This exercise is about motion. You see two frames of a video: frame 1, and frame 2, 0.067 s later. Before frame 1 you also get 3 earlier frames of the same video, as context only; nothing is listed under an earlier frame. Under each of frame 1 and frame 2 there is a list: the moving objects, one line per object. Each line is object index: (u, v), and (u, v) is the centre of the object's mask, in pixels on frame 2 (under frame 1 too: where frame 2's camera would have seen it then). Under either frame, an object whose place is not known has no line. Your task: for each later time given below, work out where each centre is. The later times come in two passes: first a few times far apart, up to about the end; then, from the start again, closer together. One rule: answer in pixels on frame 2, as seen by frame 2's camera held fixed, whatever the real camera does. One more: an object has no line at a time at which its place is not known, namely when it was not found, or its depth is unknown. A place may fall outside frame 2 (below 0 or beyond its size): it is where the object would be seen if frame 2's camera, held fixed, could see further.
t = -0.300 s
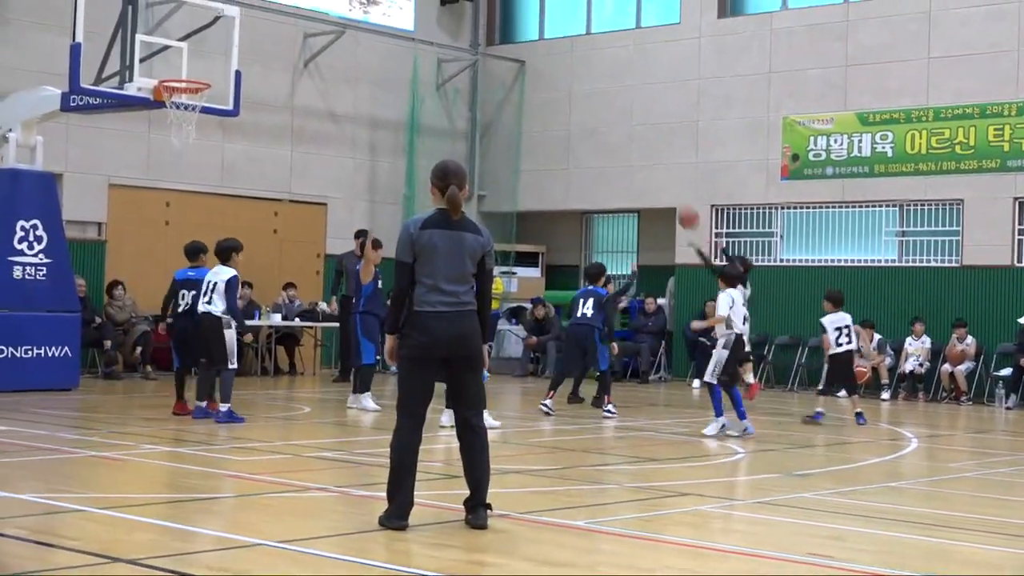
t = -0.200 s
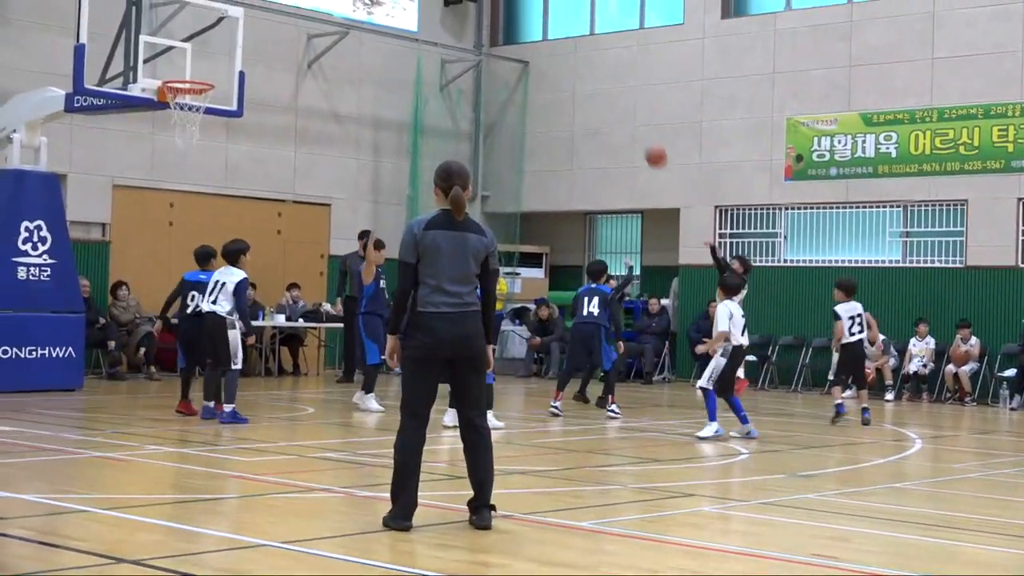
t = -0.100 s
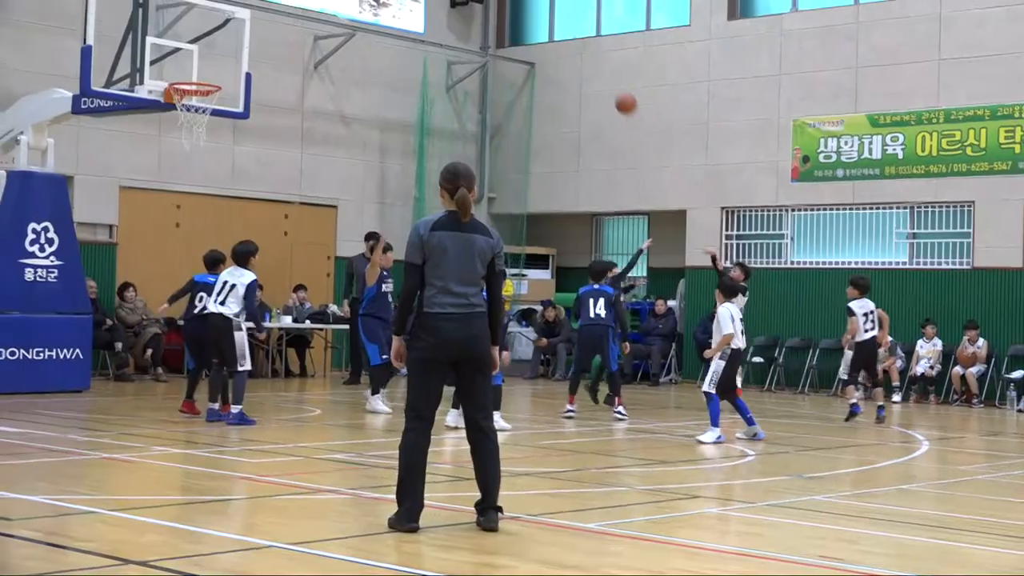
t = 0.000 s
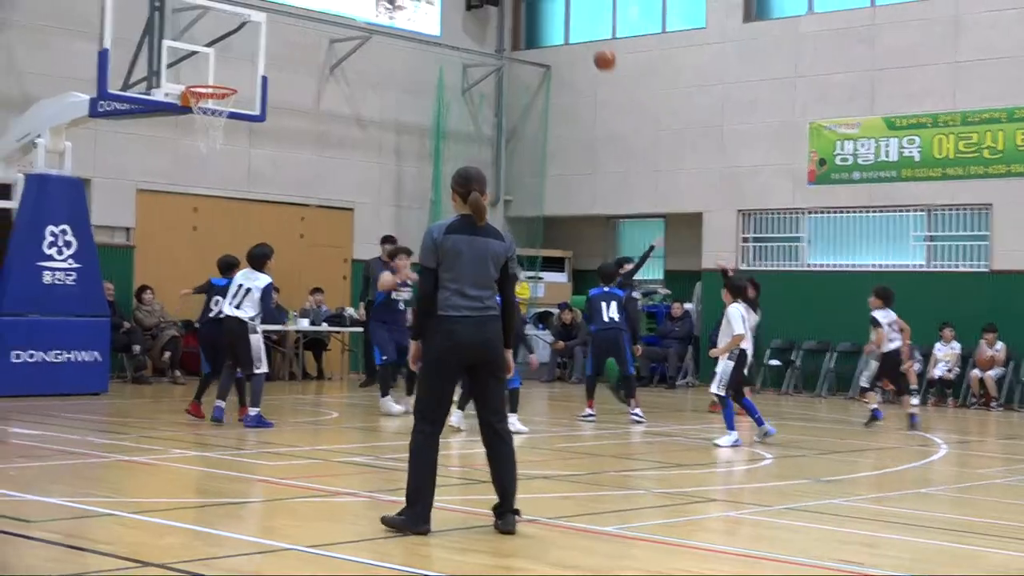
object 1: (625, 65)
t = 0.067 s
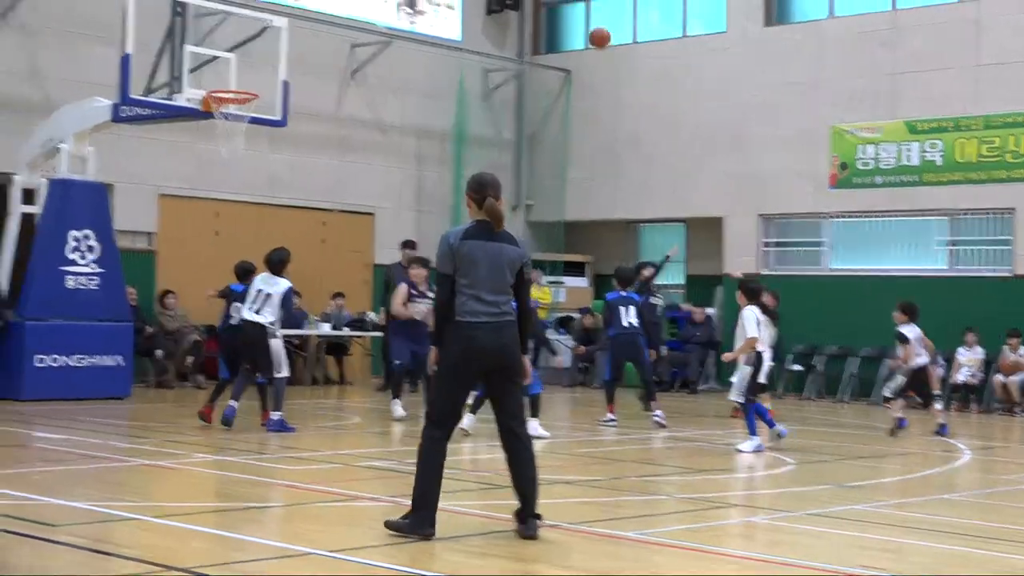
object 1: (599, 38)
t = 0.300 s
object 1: (511, -15)
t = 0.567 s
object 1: (399, -29)
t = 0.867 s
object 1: (268, 45)
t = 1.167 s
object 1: (232, 51)
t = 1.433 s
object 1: (289, 68)
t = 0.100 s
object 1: (587, 26)
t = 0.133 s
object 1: (574, 16)
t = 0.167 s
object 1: (561, 7)
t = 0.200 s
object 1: (548, -1)
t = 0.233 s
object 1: (535, -8)
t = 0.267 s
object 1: (522, -11)
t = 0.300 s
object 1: (511, -15)
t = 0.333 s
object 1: (498, -19)
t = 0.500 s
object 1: (427, -29)
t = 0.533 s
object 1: (413, -29)
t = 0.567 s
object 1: (399, -29)
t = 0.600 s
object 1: (385, -28)
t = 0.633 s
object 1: (371, -24)
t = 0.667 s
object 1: (357, -17)
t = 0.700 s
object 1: (342, -9)
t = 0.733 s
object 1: (327, -1)
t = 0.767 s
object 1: (312, 10)
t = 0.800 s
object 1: (298, 19)
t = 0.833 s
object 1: (283, 32)
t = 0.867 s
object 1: (268, 45)
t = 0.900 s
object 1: (253, 59)
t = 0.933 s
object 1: (237, 74)
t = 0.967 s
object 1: (229, 77)
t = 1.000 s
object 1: (224, 71)
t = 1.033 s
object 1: (220, 67)
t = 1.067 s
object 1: (216, 63)
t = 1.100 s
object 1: (218, 59)
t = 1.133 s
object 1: (225, 55)
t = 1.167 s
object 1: (232, 51)
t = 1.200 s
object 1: (239, 49)
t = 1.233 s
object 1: (246, 49)
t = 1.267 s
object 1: (253, 48)
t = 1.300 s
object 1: (261, 51)
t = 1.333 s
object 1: (268, 54)
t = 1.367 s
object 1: (275, 57)
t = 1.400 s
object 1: (282, 62)
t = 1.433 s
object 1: (289, 68)
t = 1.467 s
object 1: (297, 76)
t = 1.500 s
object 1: (304, 86)
